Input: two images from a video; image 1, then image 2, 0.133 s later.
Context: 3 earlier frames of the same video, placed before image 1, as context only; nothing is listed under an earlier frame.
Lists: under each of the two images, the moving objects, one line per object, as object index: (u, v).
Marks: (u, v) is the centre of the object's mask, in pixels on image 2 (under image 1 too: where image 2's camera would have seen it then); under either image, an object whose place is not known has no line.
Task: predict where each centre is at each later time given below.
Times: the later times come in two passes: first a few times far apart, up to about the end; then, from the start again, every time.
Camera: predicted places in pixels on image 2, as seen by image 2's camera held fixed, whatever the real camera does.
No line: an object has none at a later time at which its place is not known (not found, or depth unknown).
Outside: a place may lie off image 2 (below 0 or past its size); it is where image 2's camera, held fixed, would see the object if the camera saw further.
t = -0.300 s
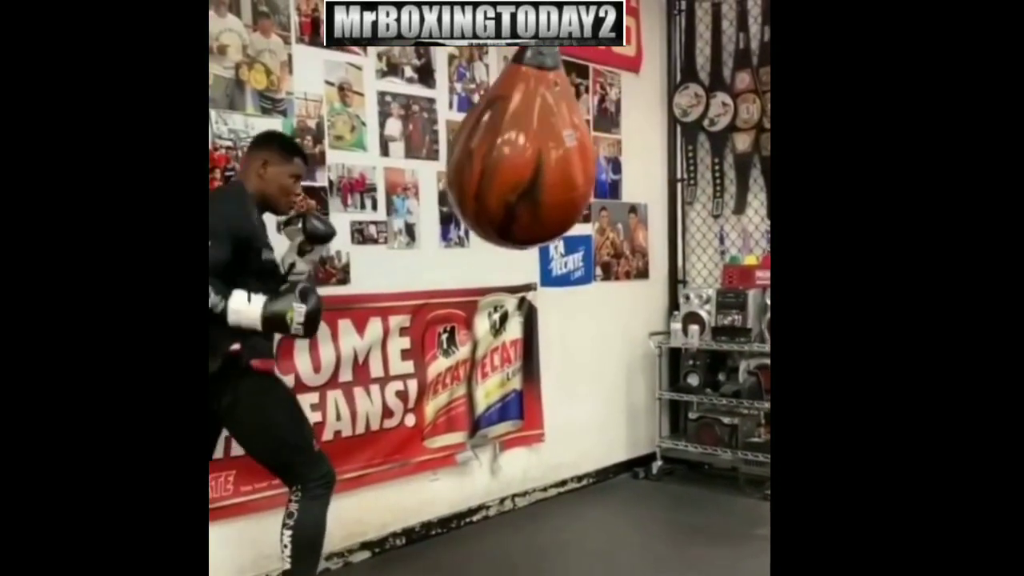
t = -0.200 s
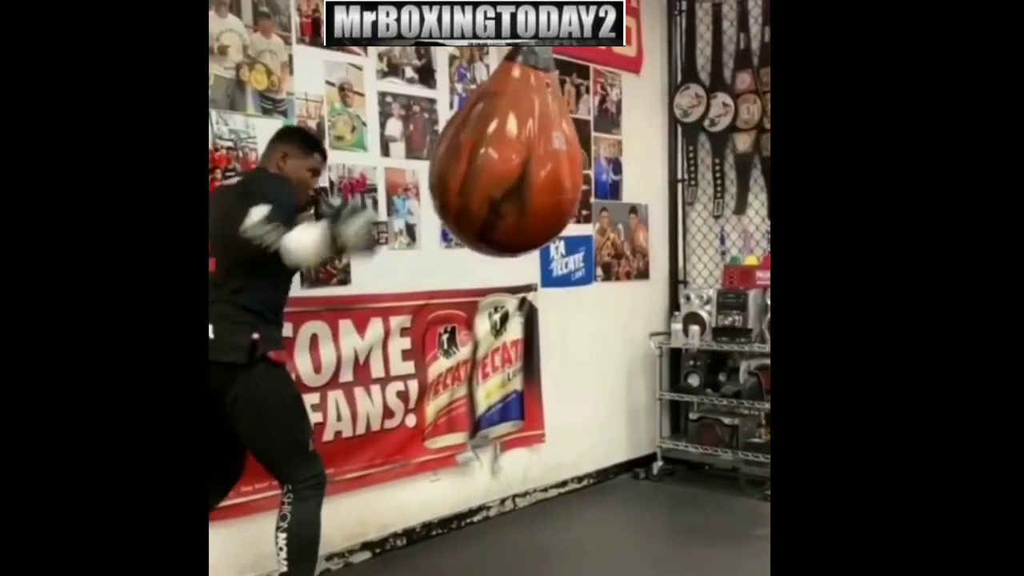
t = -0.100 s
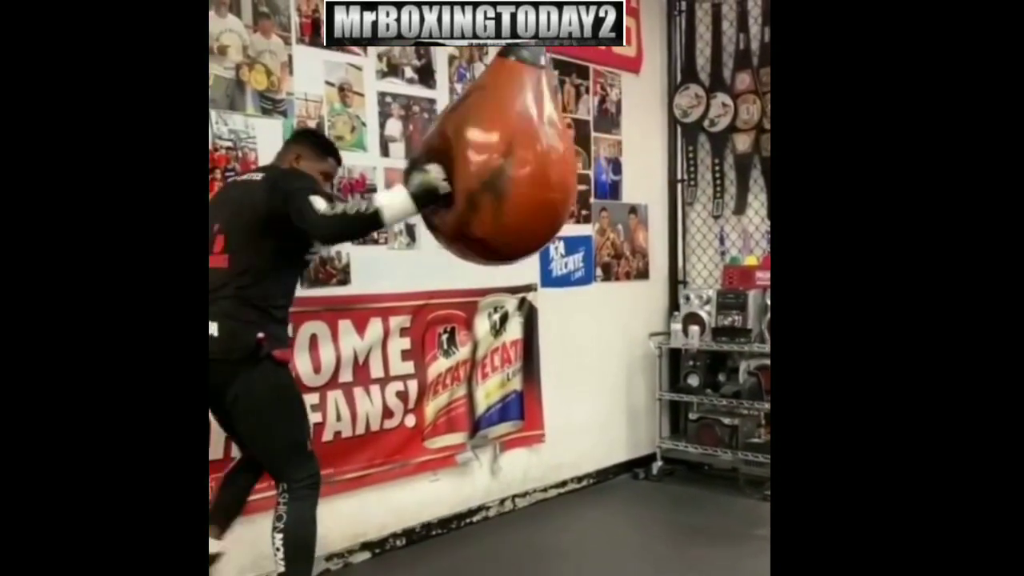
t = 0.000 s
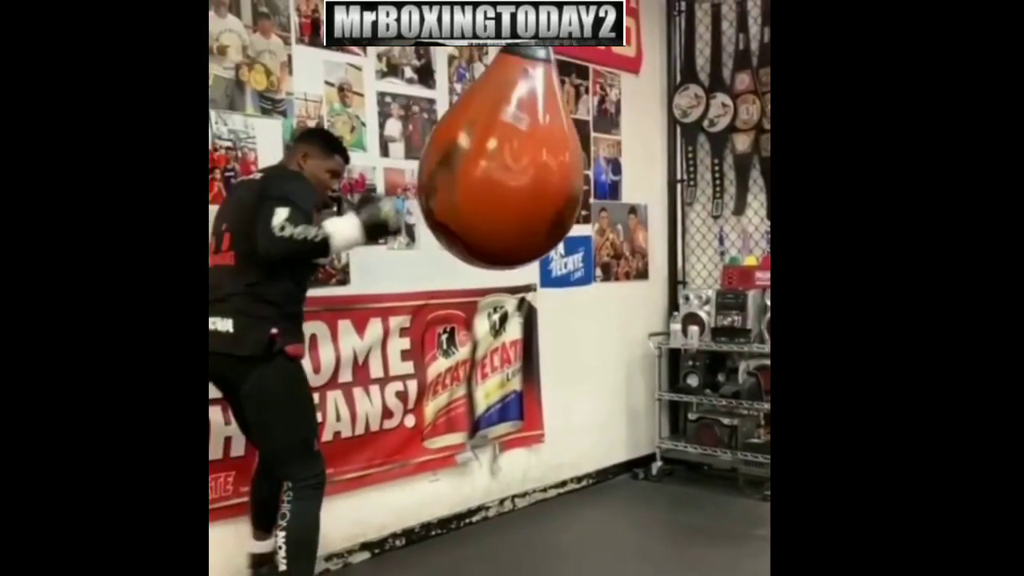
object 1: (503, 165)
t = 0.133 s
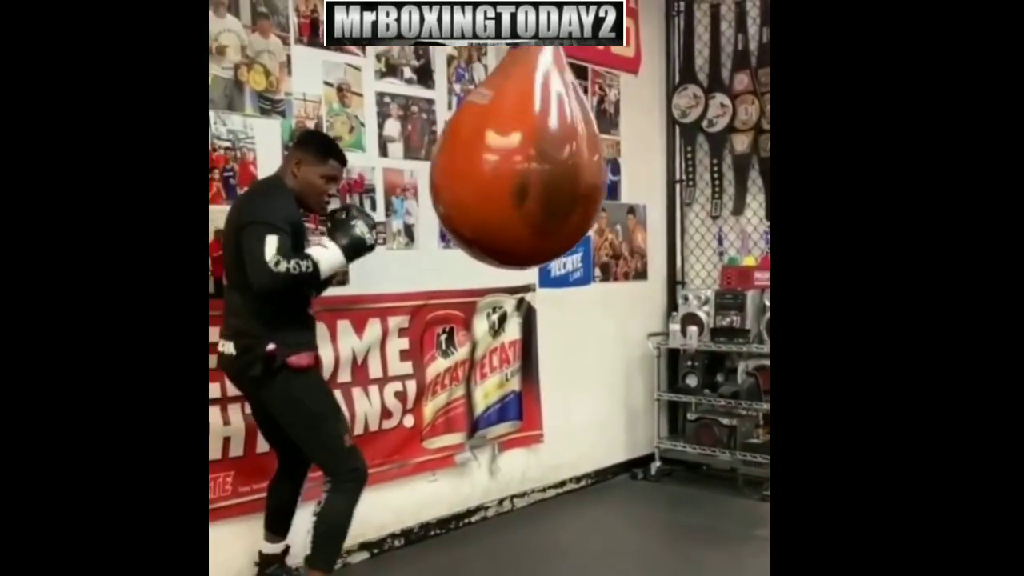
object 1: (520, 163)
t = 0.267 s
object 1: (550, 155)
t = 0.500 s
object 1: (616, 141)
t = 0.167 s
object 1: (526, 162)
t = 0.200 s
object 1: (533, 160)
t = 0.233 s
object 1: (541, 157)
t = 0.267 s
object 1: (550, 155)
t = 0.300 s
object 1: (559, 153)
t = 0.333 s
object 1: (569, 151)
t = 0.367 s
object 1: (579, 149)
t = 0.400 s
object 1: (589, 146)
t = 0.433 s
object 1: (598, 145)
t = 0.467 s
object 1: (607, 143)
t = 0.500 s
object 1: (616, 141)
